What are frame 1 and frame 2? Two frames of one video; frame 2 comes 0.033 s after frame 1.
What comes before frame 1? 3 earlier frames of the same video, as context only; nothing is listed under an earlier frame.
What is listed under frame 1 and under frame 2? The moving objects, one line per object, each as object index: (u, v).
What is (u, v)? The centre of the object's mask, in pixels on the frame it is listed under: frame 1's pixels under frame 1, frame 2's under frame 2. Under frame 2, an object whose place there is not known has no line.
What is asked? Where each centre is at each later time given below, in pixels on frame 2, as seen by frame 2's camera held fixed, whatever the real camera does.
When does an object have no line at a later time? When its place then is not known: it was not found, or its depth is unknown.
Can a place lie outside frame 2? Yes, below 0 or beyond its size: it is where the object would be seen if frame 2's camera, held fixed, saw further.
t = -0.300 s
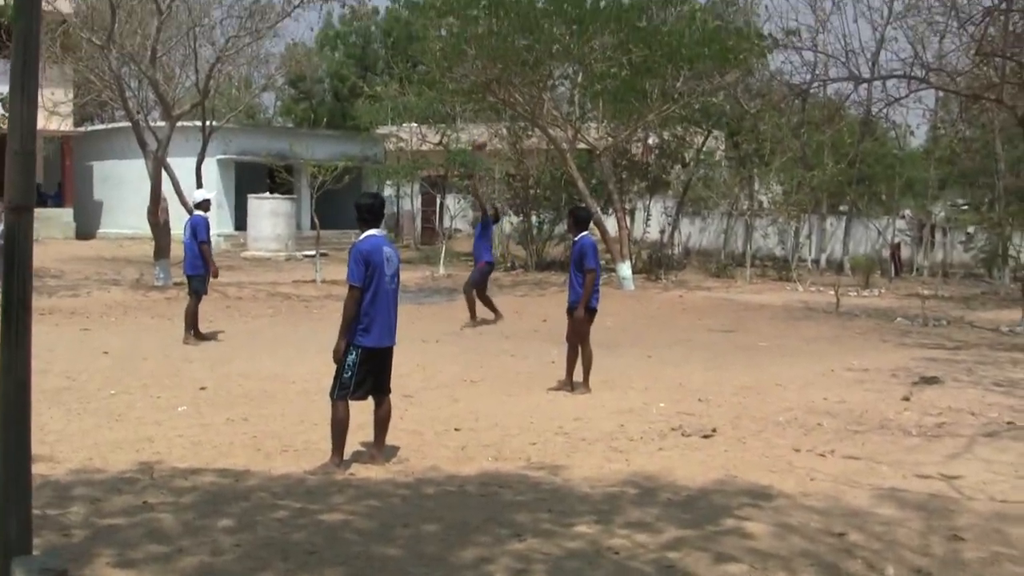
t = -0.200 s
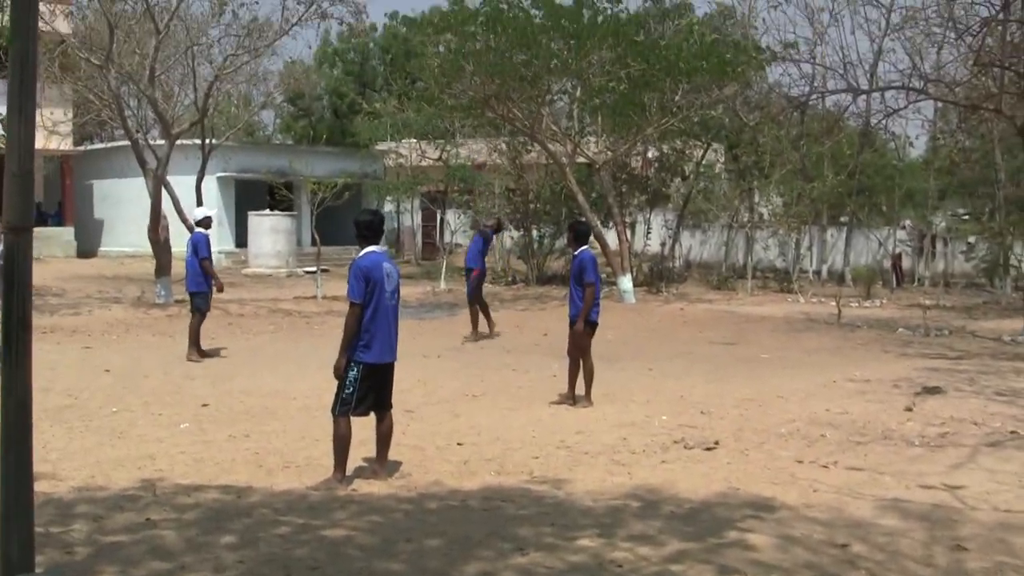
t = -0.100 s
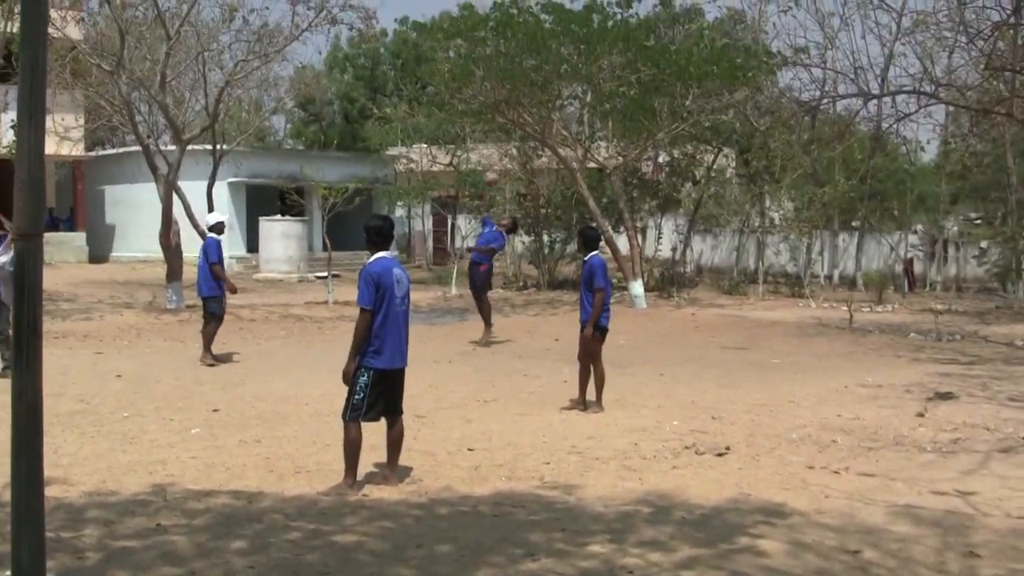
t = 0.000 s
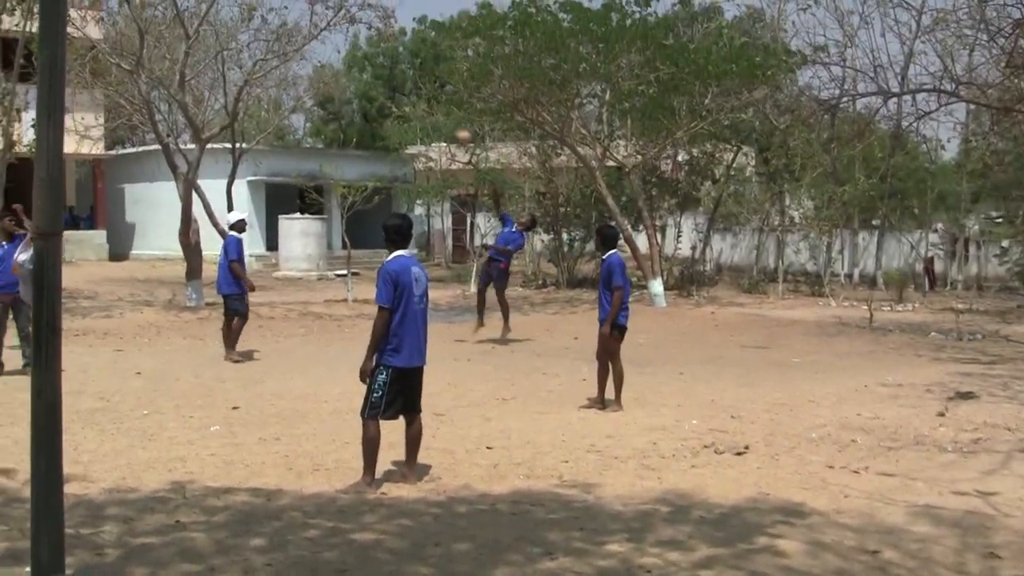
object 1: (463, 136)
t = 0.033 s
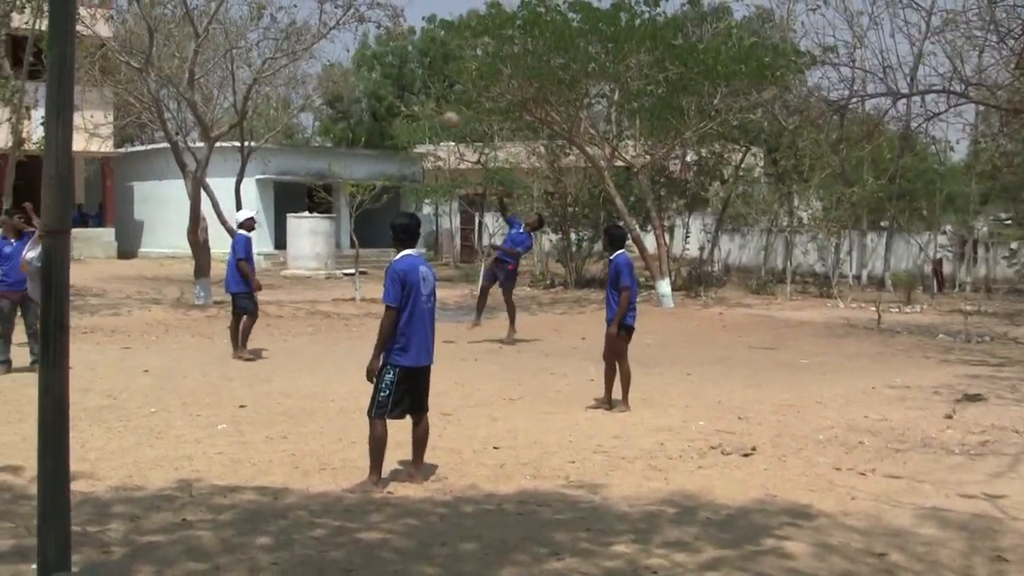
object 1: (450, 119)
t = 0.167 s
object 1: (358, 58)
